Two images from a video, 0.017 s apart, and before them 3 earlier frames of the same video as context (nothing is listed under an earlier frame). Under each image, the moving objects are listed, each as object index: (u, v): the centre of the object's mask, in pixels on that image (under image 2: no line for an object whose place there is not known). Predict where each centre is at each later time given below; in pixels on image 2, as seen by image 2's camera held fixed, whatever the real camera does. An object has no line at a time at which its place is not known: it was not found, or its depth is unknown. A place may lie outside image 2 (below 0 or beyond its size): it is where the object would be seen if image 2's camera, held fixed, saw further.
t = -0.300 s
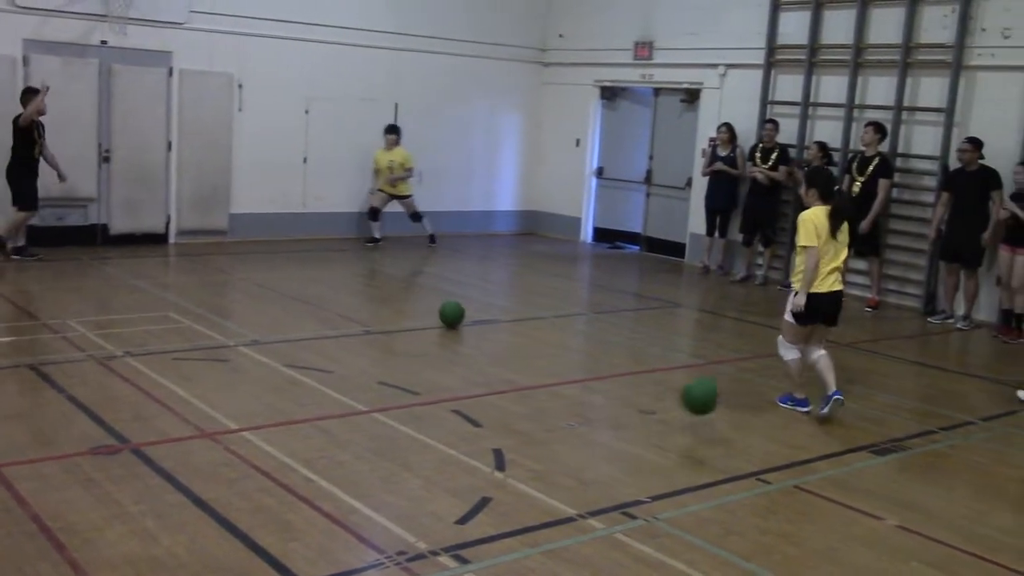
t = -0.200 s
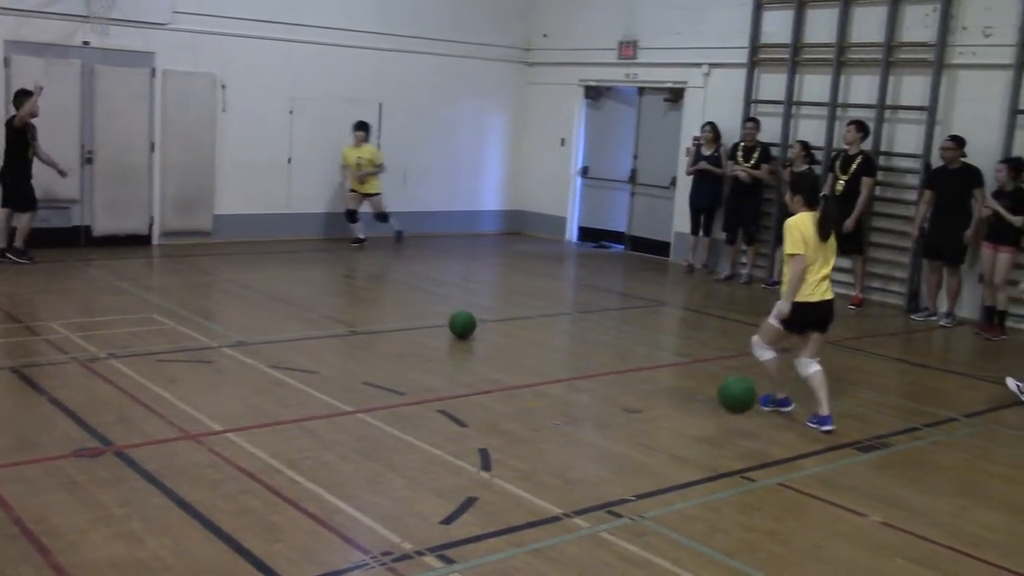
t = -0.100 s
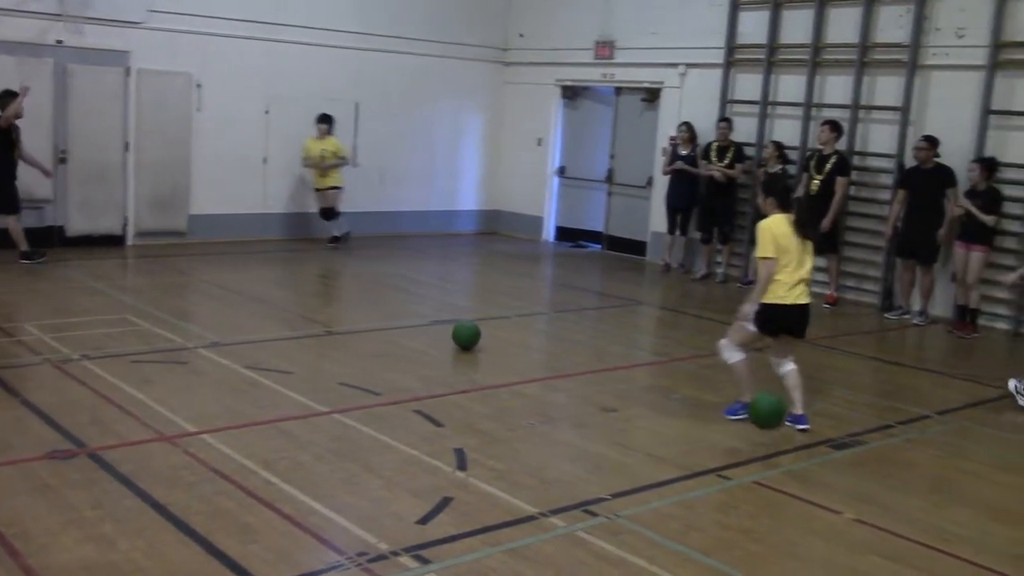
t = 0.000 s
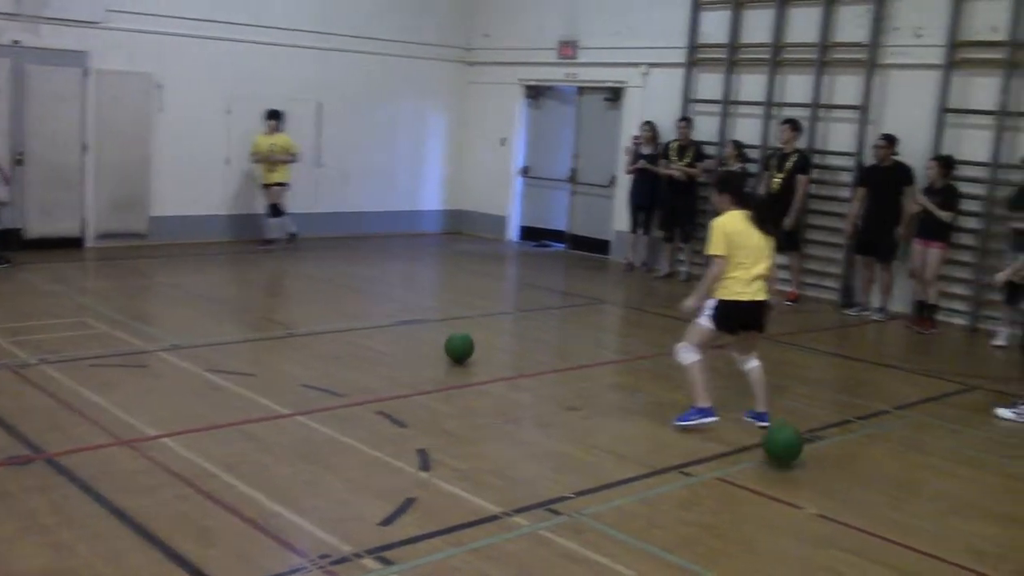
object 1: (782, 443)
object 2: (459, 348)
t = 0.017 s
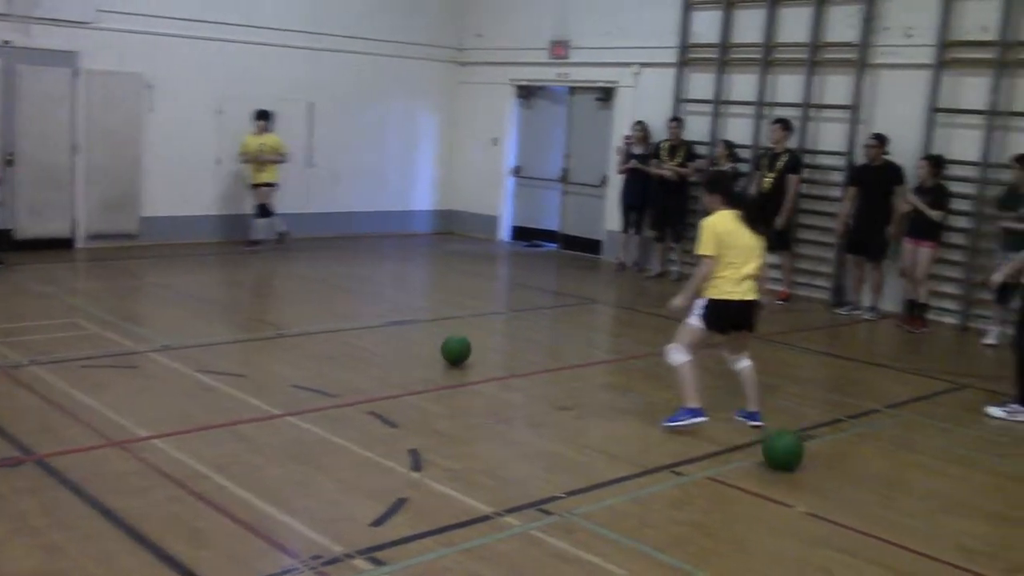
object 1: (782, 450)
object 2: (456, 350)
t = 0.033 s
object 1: (792, 452)
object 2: (460, 352)
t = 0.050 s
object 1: (802, 451)
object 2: (466, 354)
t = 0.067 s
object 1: (813, 449)
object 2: (470, 356)
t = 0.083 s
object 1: (823, 448)
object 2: (476, 358)
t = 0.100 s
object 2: (481, 360)
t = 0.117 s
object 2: (486, 363)
